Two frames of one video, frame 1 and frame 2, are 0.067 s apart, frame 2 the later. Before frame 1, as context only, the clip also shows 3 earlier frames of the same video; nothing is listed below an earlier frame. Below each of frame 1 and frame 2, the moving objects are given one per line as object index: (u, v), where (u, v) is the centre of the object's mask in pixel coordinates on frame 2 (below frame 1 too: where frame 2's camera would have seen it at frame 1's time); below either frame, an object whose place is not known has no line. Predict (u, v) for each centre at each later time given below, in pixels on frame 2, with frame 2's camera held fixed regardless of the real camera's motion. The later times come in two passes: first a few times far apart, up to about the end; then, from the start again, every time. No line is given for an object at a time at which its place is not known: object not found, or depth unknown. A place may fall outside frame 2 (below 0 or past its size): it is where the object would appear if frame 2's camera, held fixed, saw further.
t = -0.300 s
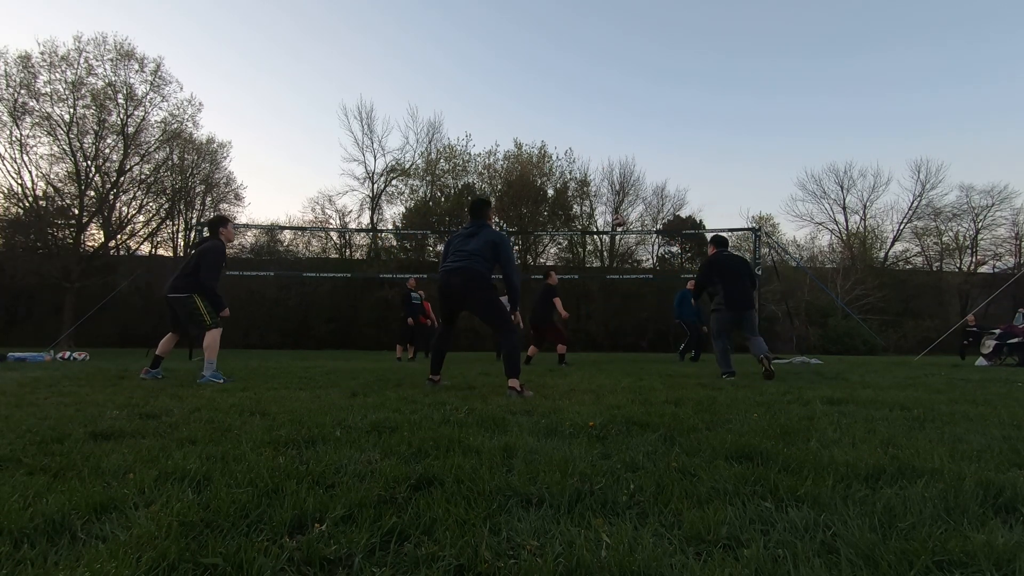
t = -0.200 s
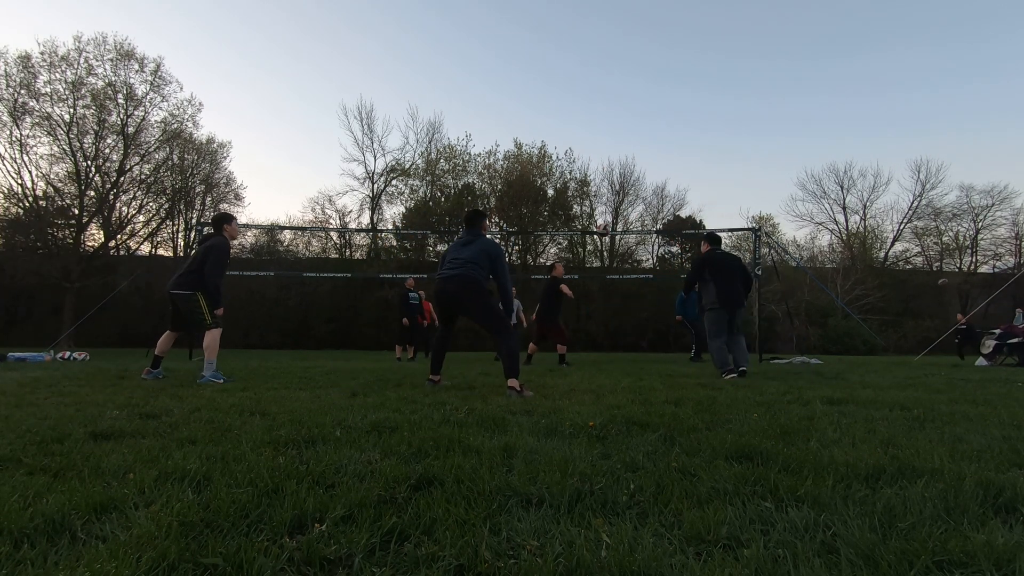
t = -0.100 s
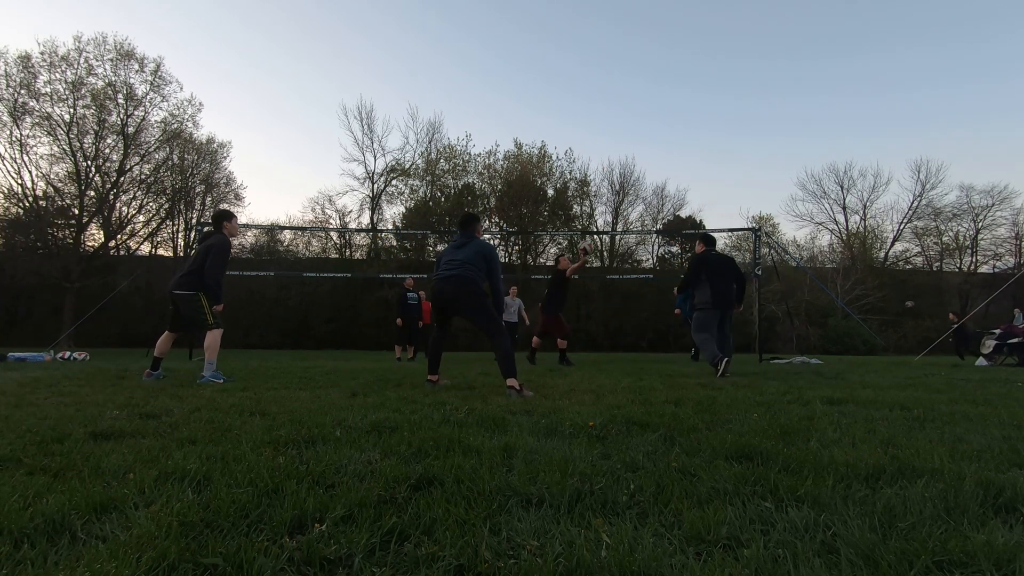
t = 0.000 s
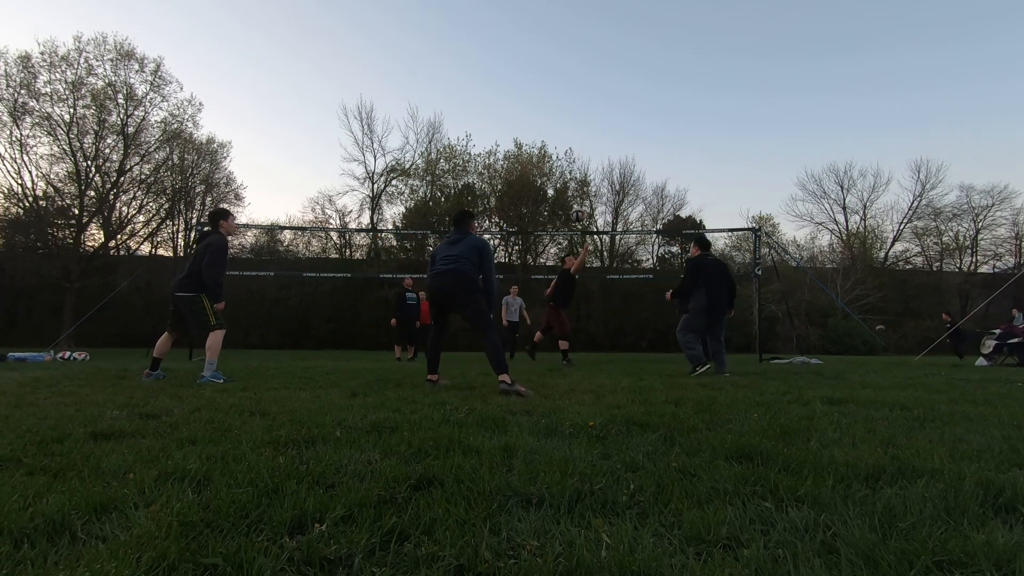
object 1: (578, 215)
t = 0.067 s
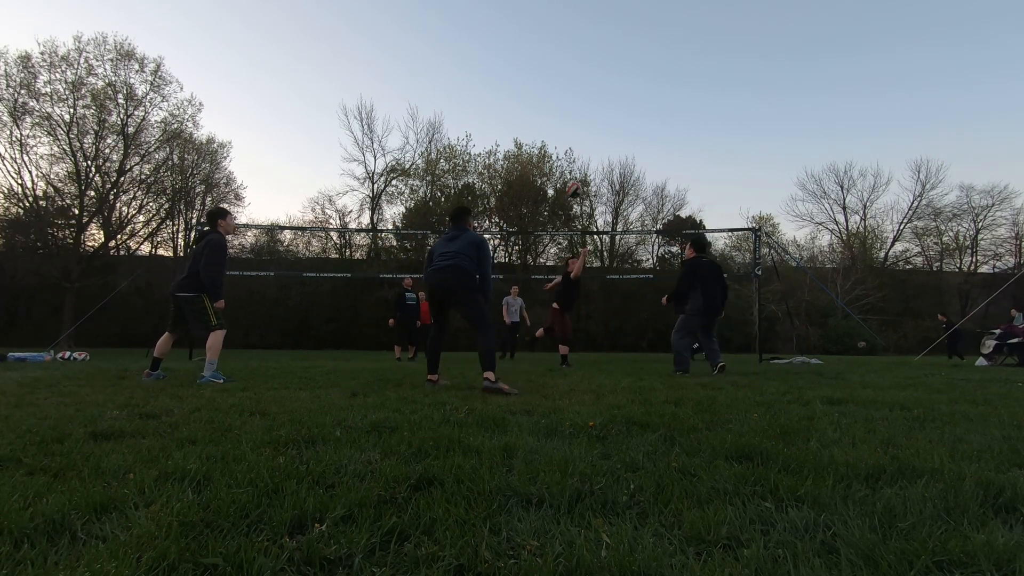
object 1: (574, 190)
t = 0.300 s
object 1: (556, 120)
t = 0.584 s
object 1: (527, 82)
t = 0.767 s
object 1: (504, 94)
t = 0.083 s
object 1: (573, 184)
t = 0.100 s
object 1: (571, 178)
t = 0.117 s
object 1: (570, 173)
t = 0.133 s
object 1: (569, 167)
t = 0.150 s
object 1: (568, 162)
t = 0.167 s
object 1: (567, 156)
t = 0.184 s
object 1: (565, 151)
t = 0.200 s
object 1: (564, 146)
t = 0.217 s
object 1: (562, 142)
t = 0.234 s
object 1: (561, 137)
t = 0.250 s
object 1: (560, 133)
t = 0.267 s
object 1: (558, 128)
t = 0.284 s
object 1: (557, 124)
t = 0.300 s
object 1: (556, 120)
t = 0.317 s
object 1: (554, 117)
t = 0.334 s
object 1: (553, 113)
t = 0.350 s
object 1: (551, 109)
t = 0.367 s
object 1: (550, 106)
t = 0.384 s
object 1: (548, 103)
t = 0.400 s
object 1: (546, 100)
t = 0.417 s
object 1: (545, 98)
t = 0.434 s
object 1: (543, 95)
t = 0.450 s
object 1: (541, 93)
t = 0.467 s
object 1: (540, 91)
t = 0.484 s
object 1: (538, 89)
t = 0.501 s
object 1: (536, 87)
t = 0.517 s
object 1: (534, 86)
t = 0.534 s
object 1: (533, 84)
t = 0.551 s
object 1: (531, 84)
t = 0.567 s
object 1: (529, 83)
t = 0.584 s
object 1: (527, 82)
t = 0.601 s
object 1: (525, 82)
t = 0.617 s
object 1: (523, 82)
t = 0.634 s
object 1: (521, 82)
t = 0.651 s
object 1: (519, 83)
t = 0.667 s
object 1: (517, 83)
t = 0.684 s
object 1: (515, 84)
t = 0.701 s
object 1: (513, 86)
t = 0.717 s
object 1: (511, 87)
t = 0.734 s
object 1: (509, 89)
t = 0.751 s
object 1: (506, 91)
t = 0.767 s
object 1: (504, 94)
